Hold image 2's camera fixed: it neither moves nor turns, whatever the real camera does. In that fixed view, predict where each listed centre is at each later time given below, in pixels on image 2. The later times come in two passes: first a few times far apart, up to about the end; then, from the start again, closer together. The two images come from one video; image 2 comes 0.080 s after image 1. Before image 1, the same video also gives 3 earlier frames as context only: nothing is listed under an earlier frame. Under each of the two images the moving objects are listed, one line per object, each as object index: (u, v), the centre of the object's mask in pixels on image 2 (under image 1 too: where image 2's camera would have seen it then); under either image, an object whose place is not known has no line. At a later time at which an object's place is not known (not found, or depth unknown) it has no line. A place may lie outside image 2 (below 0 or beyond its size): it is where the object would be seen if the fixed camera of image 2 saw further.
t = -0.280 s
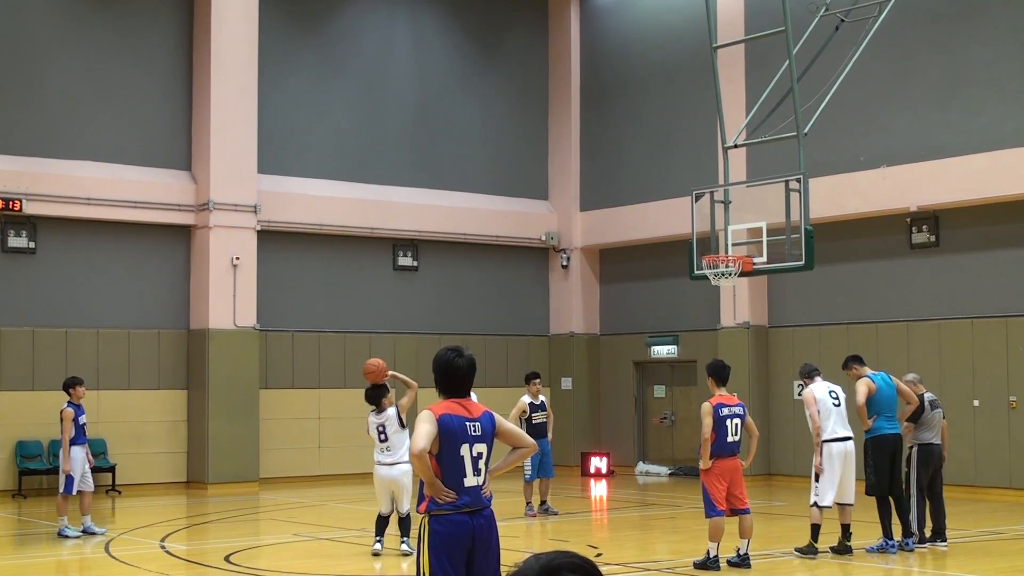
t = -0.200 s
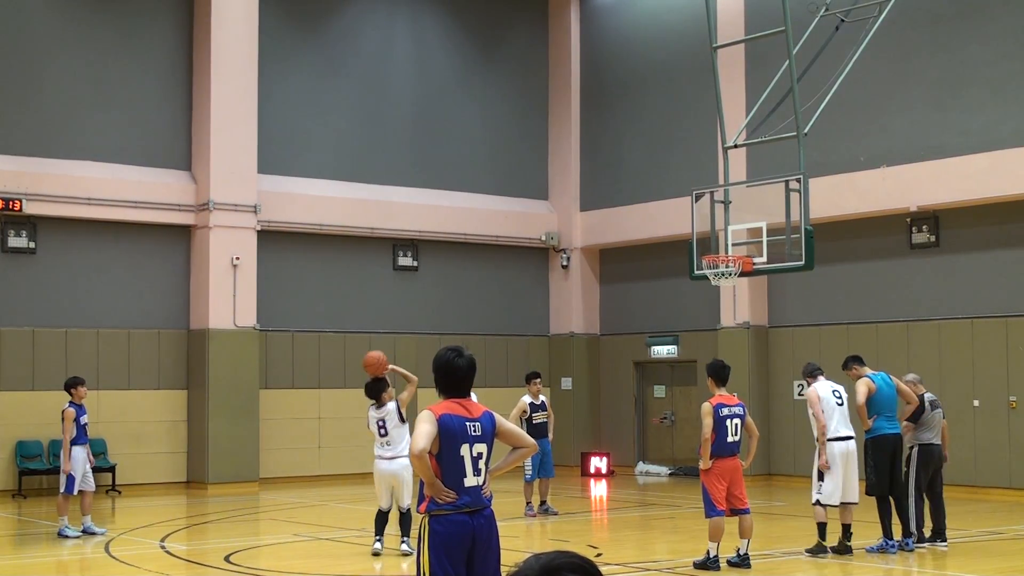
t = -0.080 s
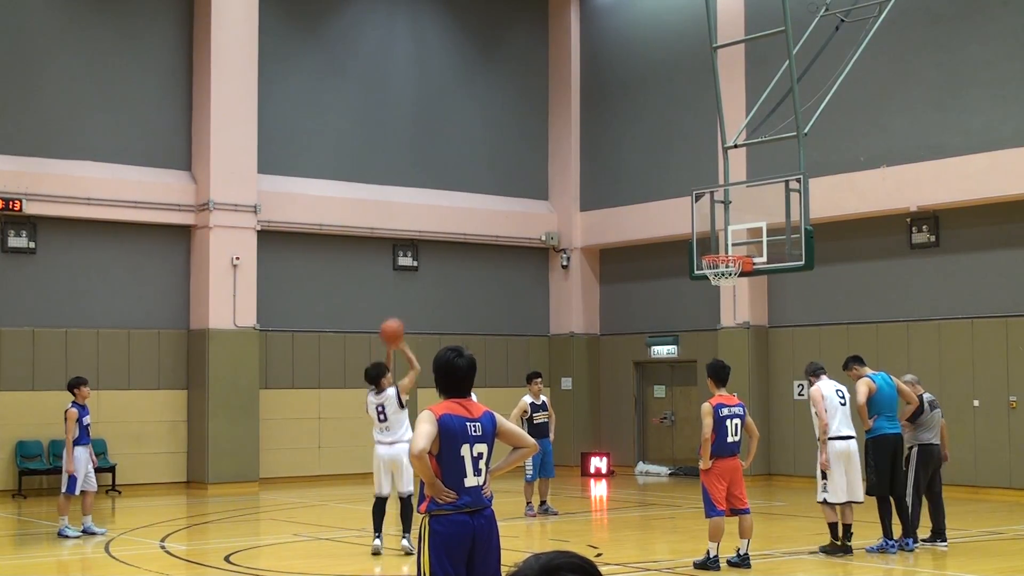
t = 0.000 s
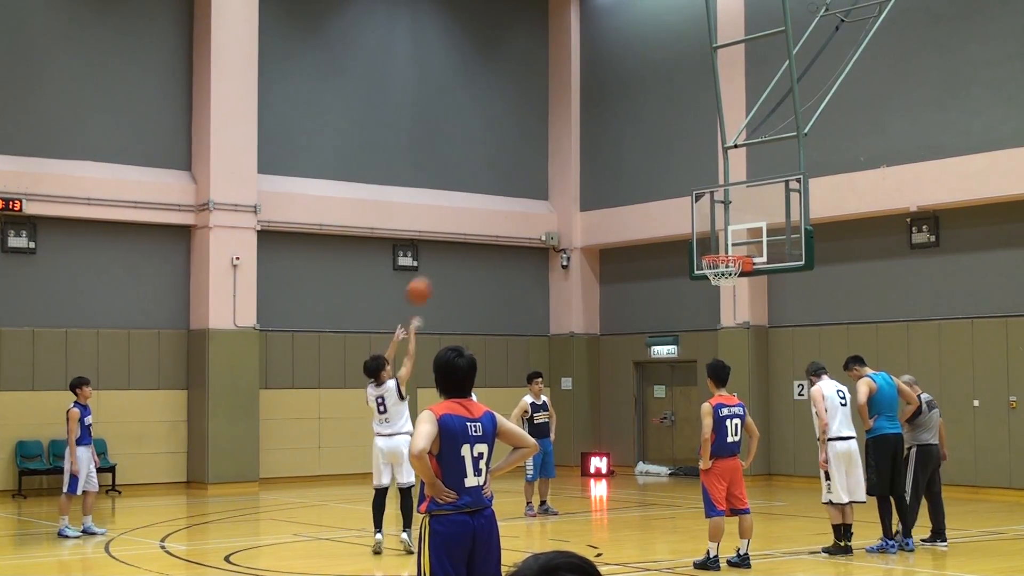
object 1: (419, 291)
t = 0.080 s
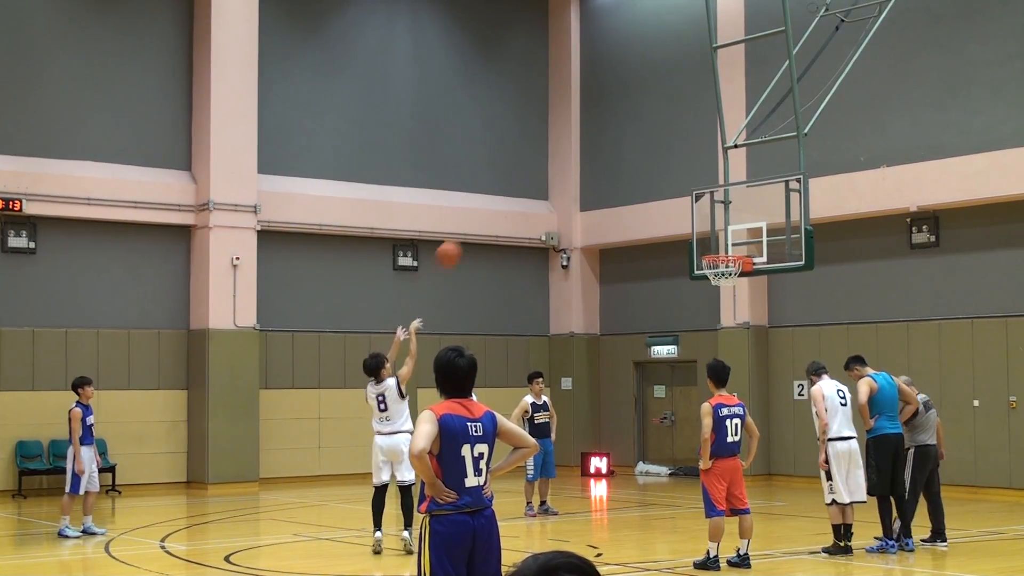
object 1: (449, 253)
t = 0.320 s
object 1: (534, 182)
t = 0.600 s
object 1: (622, 170)
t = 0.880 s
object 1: (702, 226)
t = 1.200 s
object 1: (715, 277)
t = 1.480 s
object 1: (718, 328)
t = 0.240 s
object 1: (507, 199)
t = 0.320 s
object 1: (534, 182)
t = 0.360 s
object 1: (546, 176)
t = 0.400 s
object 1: (560, 172)
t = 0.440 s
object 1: (573, 168)
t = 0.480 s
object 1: (586, 167)
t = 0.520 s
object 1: (598, 166)
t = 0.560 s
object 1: (610, 168)
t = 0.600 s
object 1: (622, 170)
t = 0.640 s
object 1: (634, 174)
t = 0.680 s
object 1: (646, 179)
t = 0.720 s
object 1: (658, 186)
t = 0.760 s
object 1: (669, 193)
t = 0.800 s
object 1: (679, 203)
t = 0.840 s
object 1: (691, 214)
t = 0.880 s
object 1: (702, 226)
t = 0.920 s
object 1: (712, 238)
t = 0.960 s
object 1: (724, 248)
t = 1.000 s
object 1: (727, 260)
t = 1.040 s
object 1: (723, 266)
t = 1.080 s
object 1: (720, 269)
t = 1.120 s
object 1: (718, 269)
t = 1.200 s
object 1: (715, 277)
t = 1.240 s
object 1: (716, 284)
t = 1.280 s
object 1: (717, 288)
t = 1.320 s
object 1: (717, 291)
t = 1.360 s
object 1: (717, 298)
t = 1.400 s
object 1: (717, 306)
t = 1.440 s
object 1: (717, 317)
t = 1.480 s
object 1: (718, 328)
